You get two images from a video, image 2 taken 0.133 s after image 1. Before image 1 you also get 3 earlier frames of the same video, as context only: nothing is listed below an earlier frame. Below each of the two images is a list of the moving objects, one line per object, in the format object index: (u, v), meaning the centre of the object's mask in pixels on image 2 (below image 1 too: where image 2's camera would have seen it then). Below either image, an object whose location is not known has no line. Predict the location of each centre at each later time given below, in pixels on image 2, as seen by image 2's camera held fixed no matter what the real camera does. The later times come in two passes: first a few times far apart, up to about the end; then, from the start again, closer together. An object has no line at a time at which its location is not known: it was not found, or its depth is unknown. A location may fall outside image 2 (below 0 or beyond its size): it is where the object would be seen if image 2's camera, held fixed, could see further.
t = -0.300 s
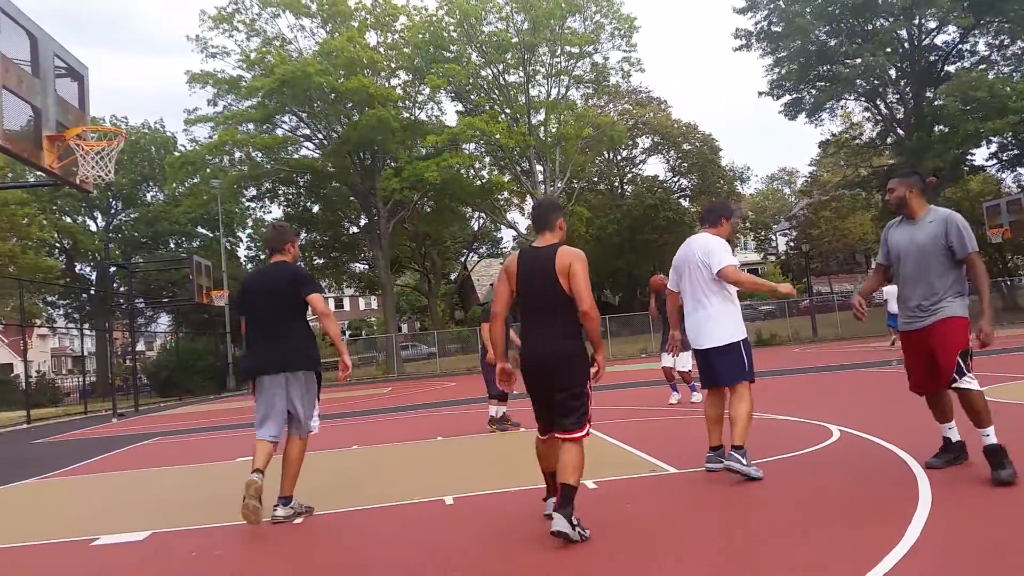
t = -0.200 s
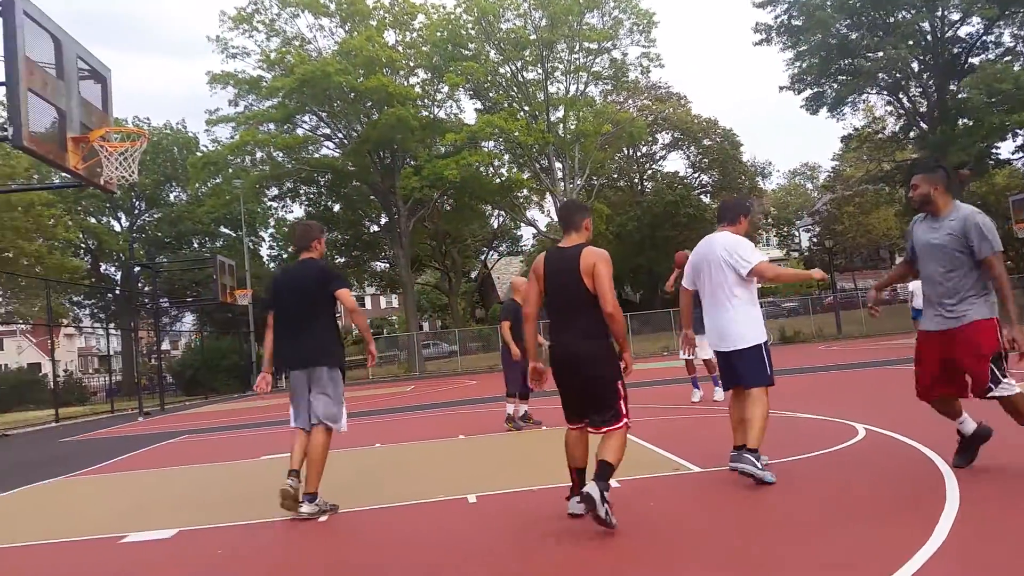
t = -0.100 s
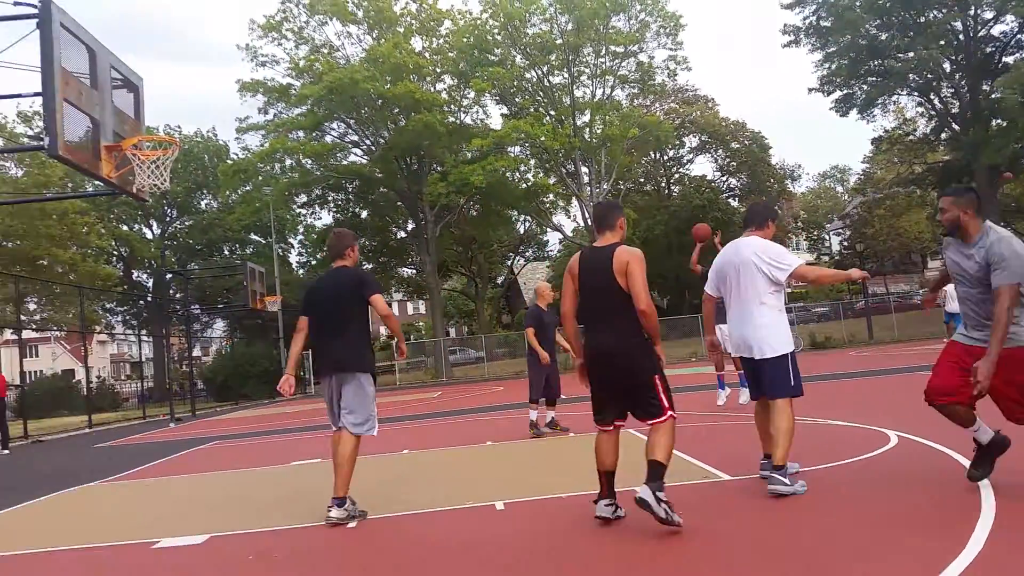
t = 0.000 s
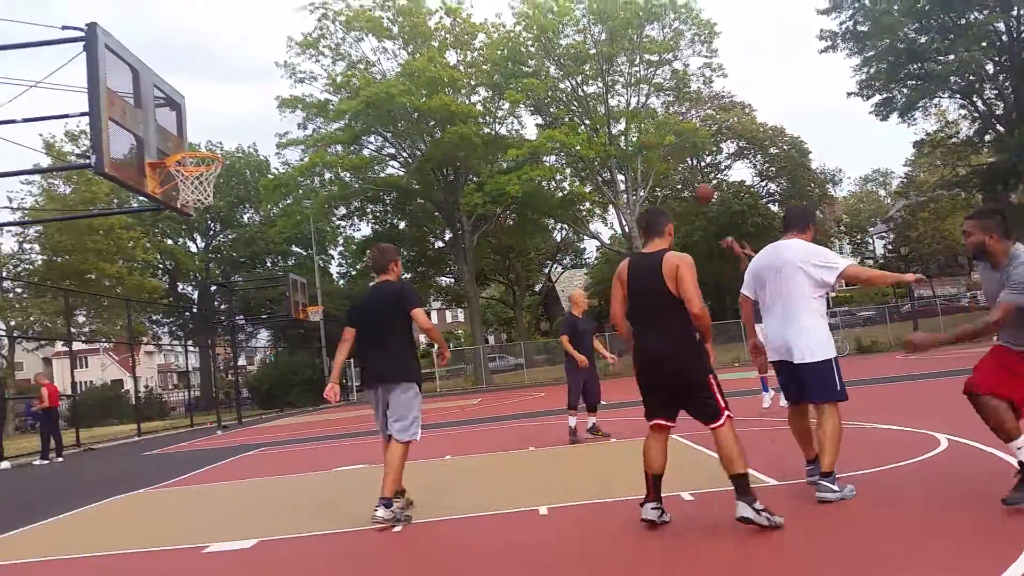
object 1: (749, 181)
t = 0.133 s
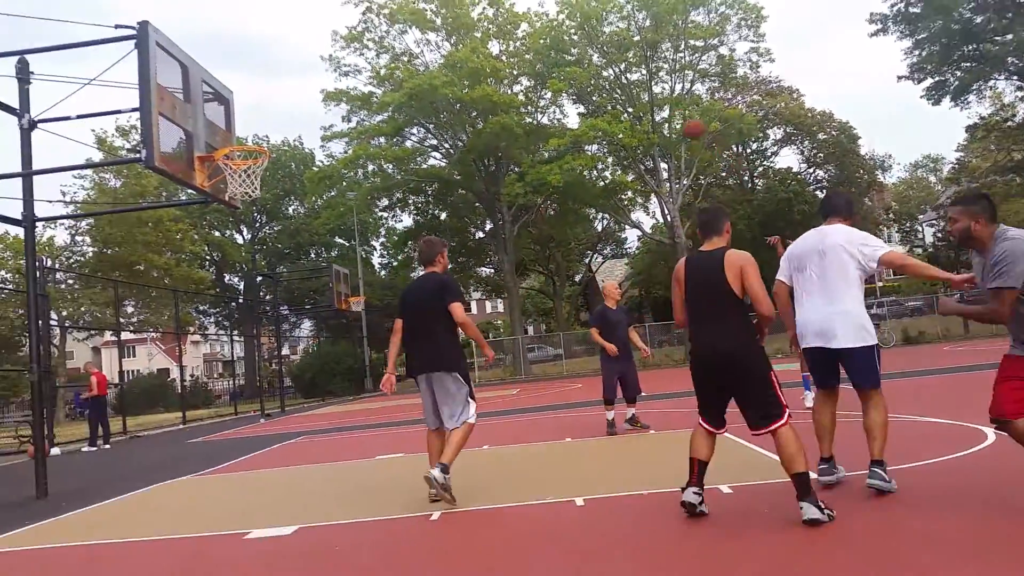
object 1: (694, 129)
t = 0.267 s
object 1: (637, 91)
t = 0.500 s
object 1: (536, 51)
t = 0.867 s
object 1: (366, 77)
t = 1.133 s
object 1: (227, 169)
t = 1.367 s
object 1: (259, 215)
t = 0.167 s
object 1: (680, 119)
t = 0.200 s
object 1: (667, 109)
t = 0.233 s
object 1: (652, 99)
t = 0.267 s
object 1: (637, 91)
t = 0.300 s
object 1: (621, 82)
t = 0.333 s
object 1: (605, 74)
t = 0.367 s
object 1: (591, 68)
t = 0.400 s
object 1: (577, 61)
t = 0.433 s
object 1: (563, 57)
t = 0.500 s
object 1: (536, 51)
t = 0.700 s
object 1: (444, 47)
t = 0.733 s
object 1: (428, 49)
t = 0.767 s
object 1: (413, 56)
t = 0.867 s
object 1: (366, 77)
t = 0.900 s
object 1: (350, 86)
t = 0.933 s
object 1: (333, 97)
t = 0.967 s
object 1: (314, 108)
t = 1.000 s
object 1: (295, 121)
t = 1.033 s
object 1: (275, 135)
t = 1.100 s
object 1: (235, 167)
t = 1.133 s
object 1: (227, 169)
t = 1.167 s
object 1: (236, 182)
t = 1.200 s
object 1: (240, 184)
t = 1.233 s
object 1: (244, 186)
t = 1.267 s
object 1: (249, 190)
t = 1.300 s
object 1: (252, 197)
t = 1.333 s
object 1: (256, 206)
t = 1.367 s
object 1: (259, 215)
